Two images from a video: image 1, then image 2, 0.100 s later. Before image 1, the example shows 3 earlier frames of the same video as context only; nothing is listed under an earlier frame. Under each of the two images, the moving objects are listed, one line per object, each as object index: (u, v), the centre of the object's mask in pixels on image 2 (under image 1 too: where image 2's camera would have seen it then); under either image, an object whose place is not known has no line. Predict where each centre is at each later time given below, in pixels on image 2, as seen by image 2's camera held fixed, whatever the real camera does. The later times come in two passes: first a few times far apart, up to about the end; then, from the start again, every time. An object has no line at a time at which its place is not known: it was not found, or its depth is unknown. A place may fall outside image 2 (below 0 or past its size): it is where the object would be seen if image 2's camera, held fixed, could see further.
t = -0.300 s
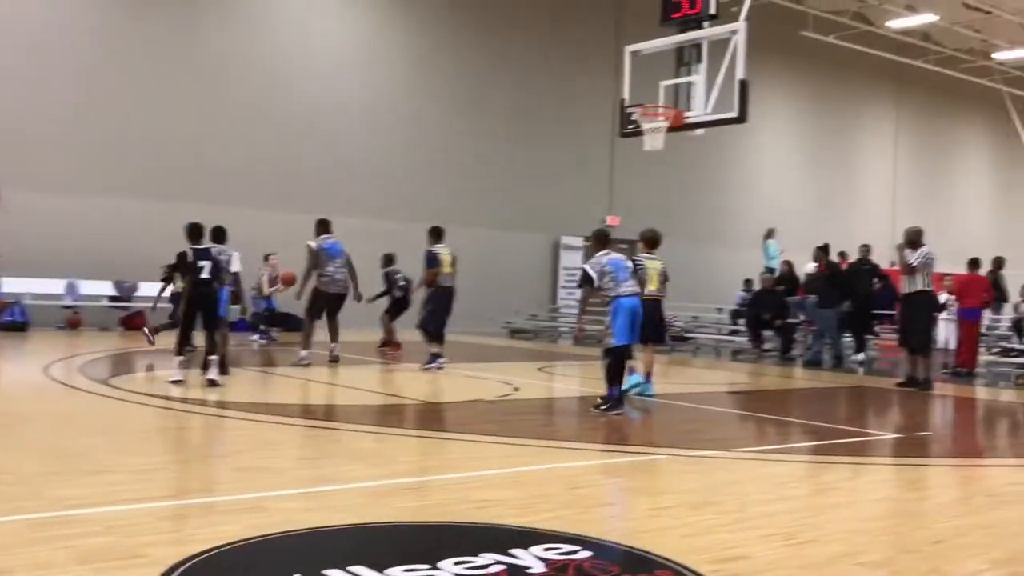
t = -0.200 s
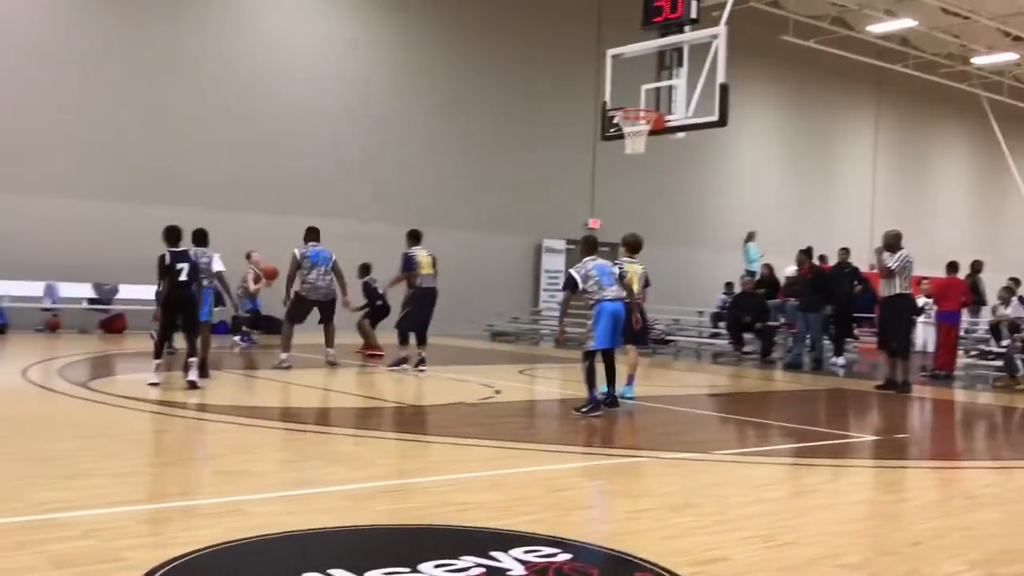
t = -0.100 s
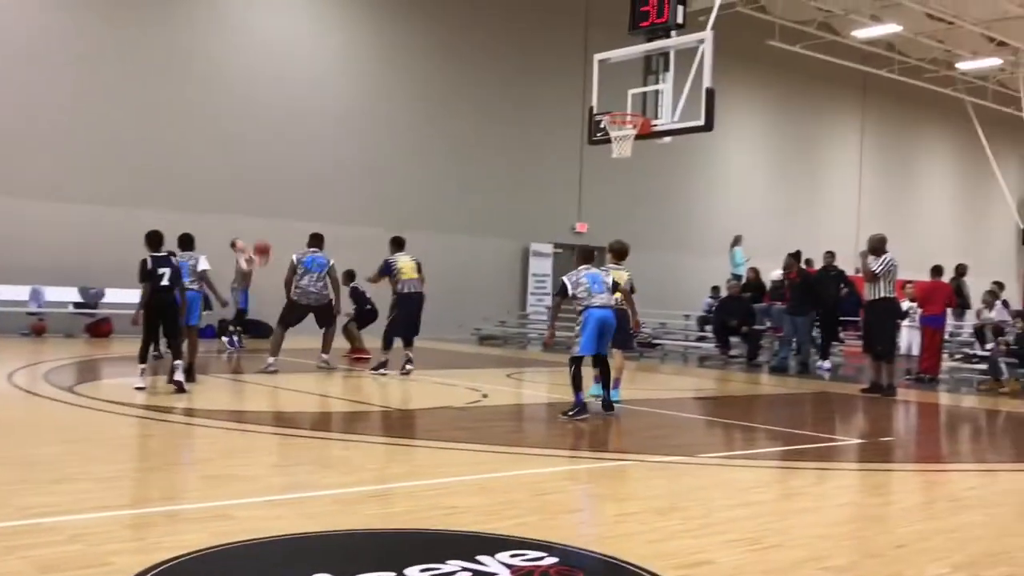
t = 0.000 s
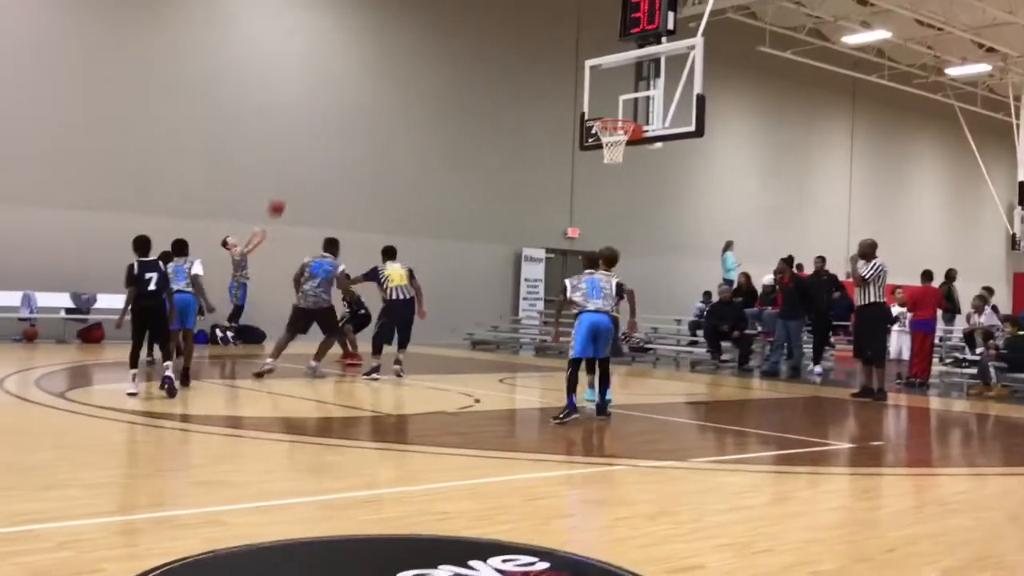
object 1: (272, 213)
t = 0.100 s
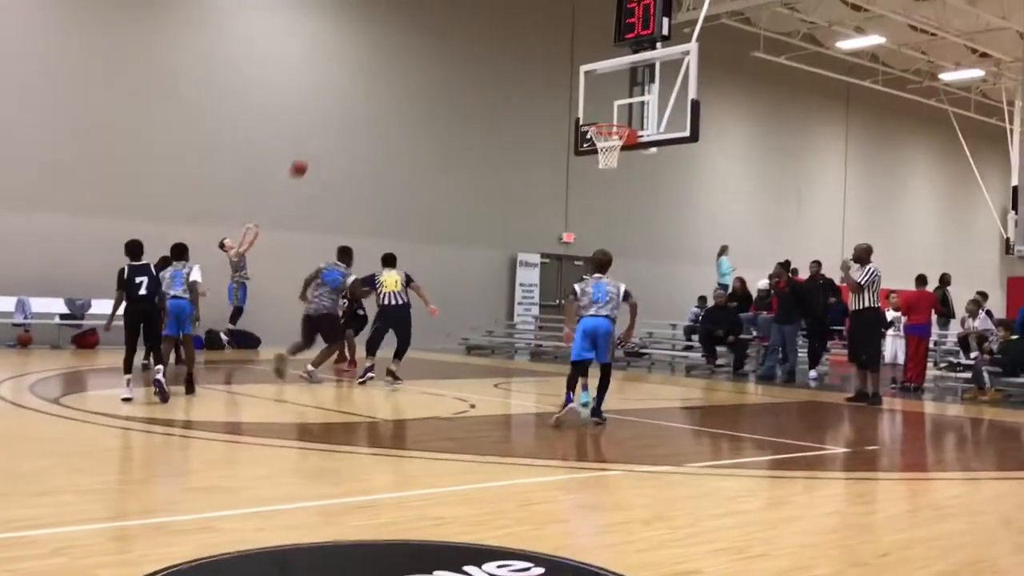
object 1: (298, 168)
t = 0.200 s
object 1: (325, 129)
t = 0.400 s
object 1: (378, 72)
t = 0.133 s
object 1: (307, 155)
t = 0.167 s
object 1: (316, 143)
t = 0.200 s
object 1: (325, 129)
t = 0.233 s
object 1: (334, 118)
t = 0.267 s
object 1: (343, 108)
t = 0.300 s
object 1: (352, 98)
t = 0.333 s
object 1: (360, 89)
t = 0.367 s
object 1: (369, 81)
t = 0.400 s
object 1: (378, 72)
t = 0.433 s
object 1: (387, 66)
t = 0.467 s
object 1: (396, 60)
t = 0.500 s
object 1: (405, 54)
